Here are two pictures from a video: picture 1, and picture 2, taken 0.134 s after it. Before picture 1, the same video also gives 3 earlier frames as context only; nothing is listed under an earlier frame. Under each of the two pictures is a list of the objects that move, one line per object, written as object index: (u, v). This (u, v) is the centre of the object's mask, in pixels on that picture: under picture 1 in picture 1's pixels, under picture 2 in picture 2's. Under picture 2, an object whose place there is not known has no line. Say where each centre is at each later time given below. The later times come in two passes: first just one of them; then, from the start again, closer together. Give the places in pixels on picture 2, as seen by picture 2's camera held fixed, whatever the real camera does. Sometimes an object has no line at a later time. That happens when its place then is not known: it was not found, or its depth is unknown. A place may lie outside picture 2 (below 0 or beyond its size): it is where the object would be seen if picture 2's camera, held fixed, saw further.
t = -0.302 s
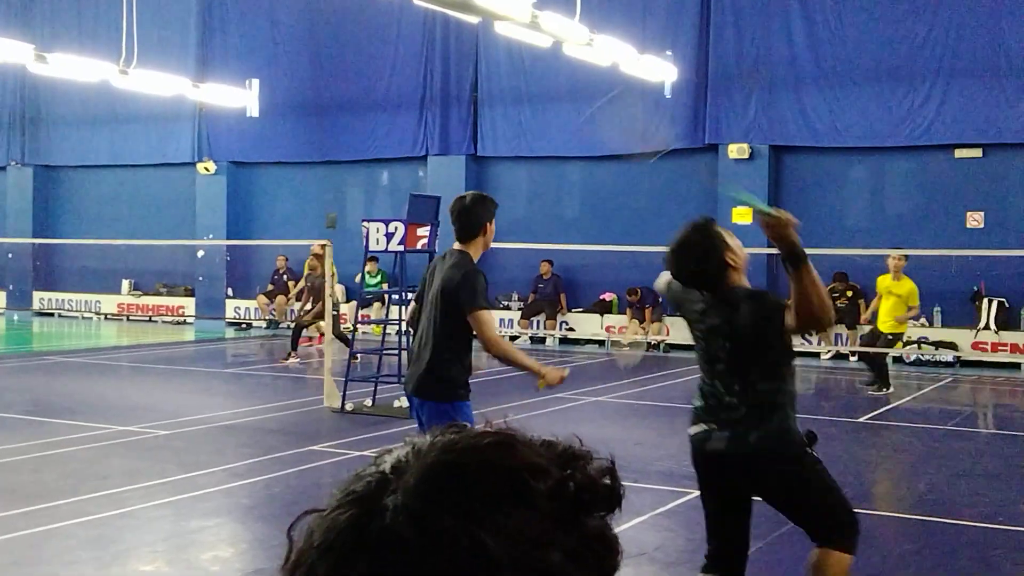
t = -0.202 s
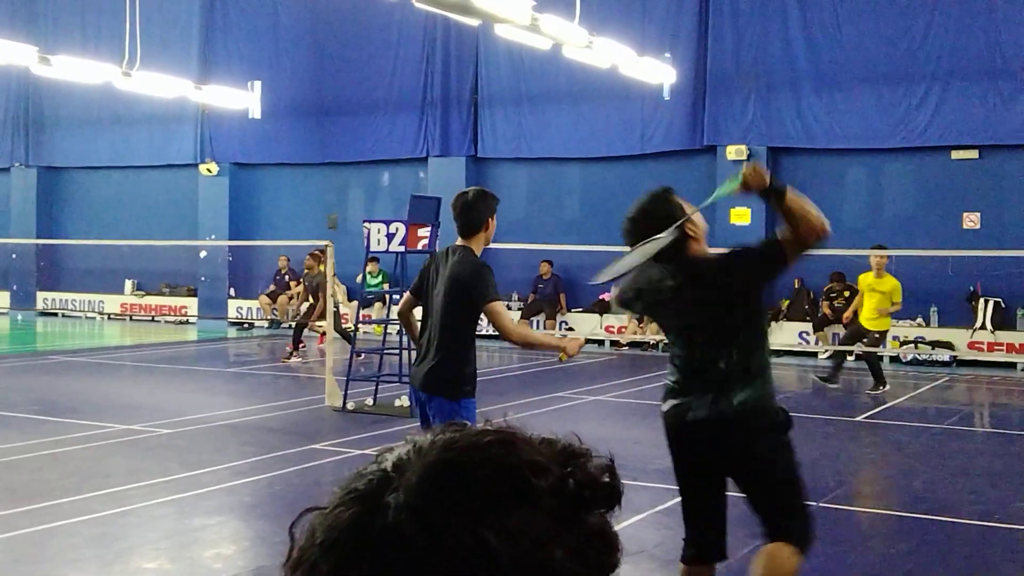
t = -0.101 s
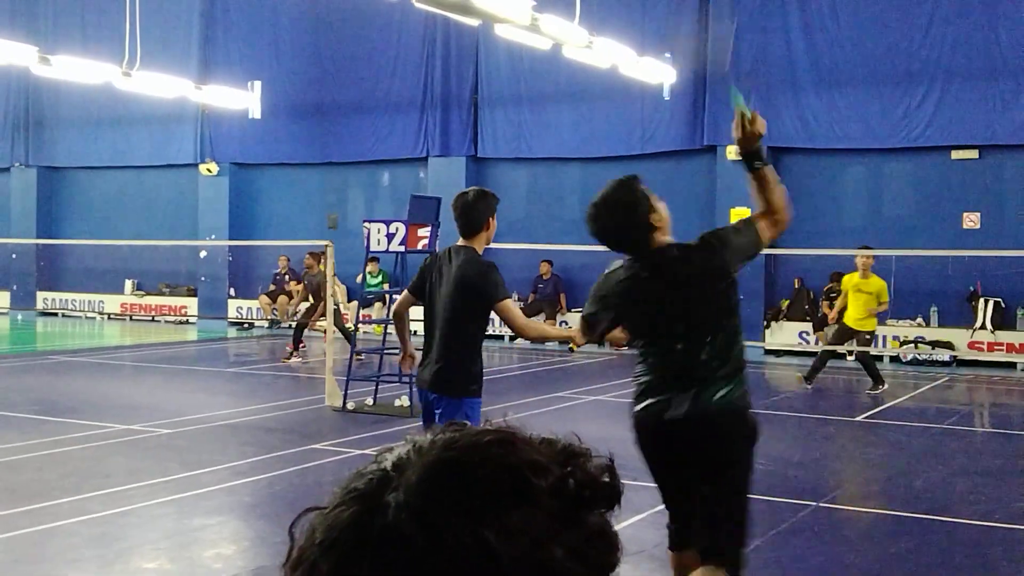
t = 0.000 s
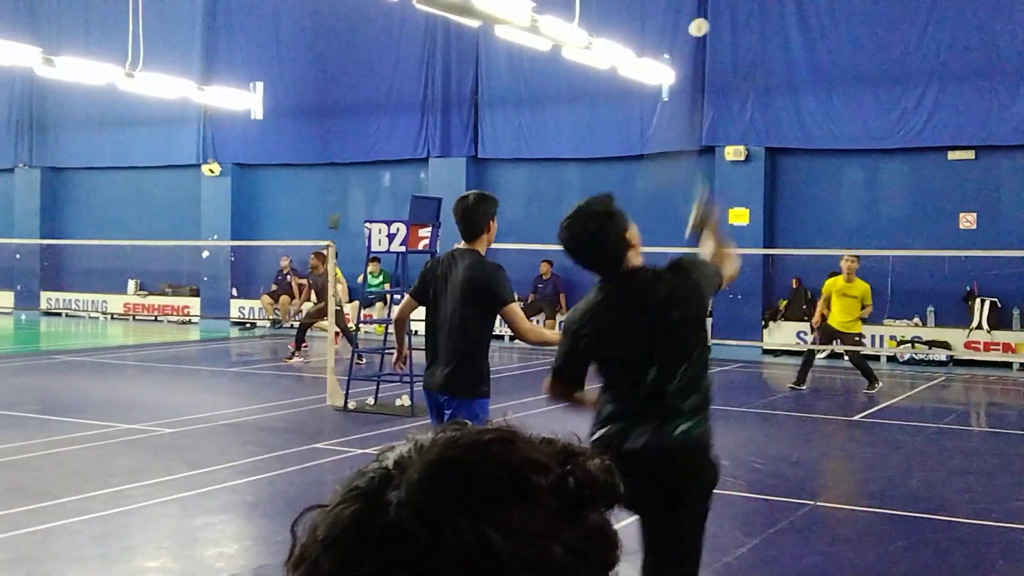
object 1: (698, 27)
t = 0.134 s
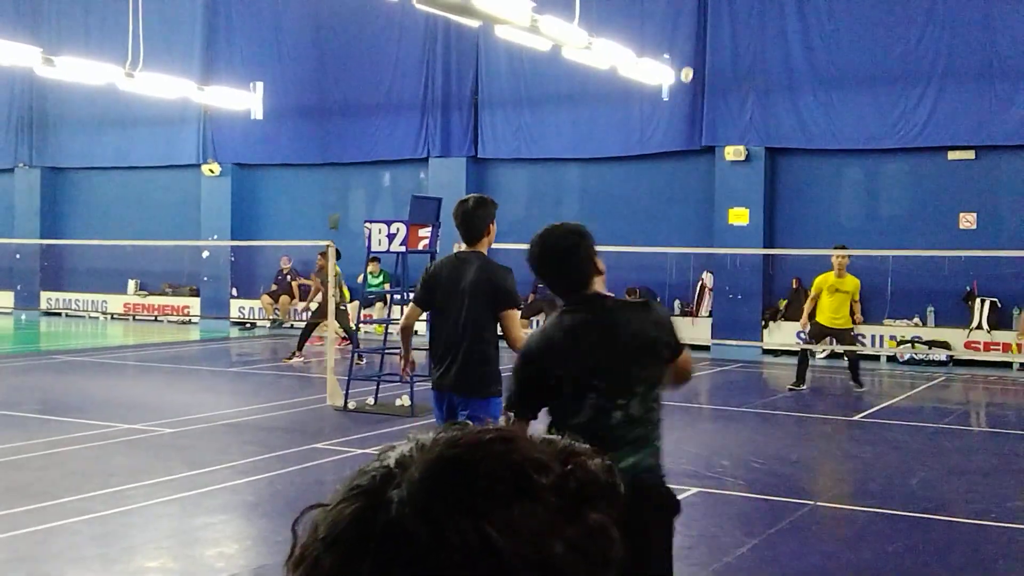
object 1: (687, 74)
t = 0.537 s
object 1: (677, 202)
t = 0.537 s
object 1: (677, 202)
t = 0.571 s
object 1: (678, 214)
